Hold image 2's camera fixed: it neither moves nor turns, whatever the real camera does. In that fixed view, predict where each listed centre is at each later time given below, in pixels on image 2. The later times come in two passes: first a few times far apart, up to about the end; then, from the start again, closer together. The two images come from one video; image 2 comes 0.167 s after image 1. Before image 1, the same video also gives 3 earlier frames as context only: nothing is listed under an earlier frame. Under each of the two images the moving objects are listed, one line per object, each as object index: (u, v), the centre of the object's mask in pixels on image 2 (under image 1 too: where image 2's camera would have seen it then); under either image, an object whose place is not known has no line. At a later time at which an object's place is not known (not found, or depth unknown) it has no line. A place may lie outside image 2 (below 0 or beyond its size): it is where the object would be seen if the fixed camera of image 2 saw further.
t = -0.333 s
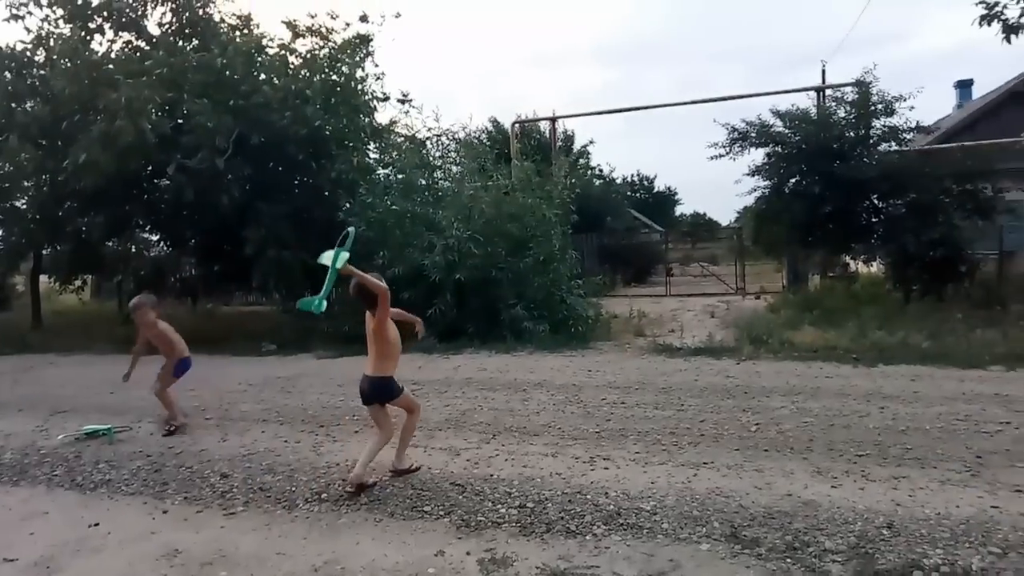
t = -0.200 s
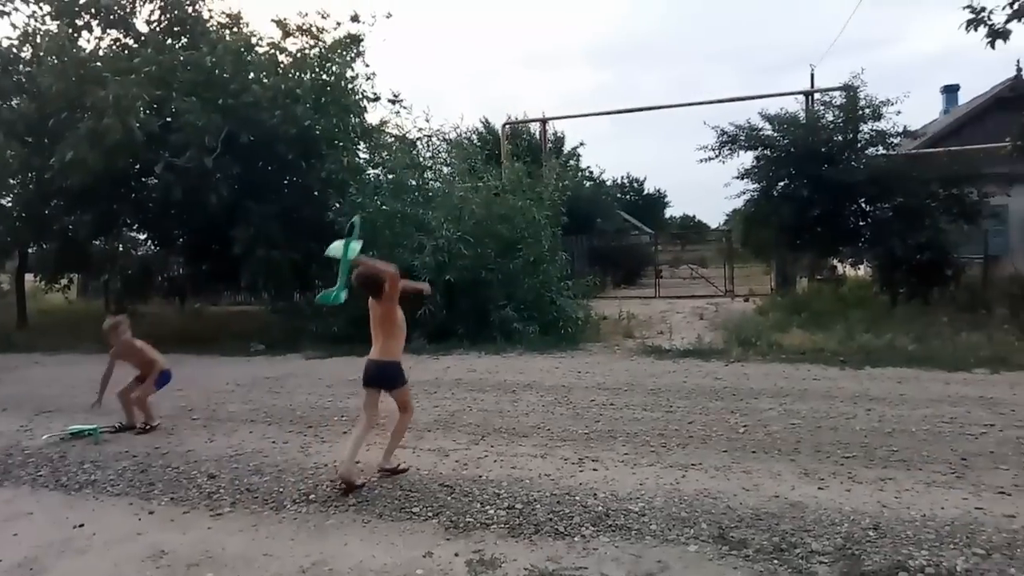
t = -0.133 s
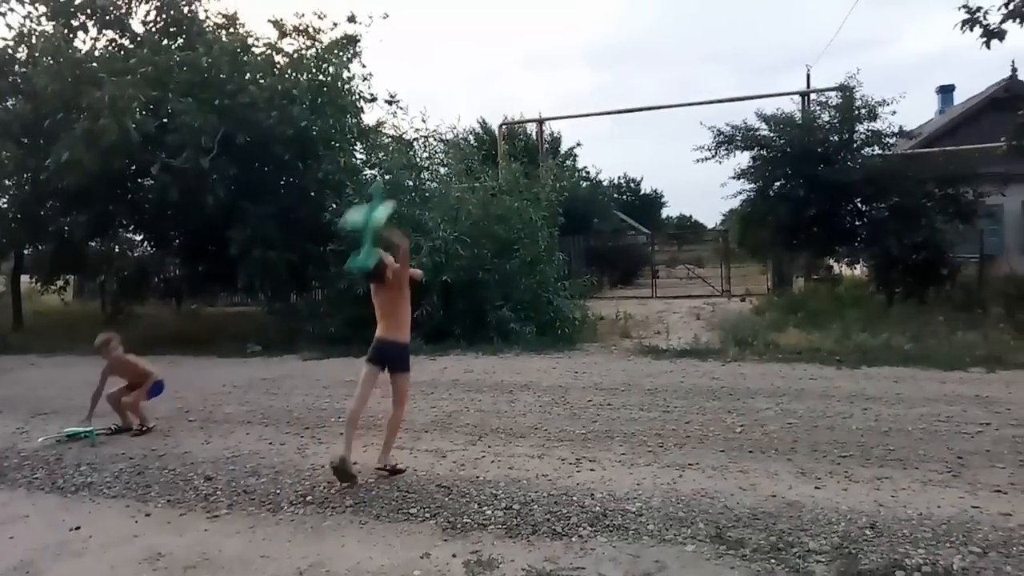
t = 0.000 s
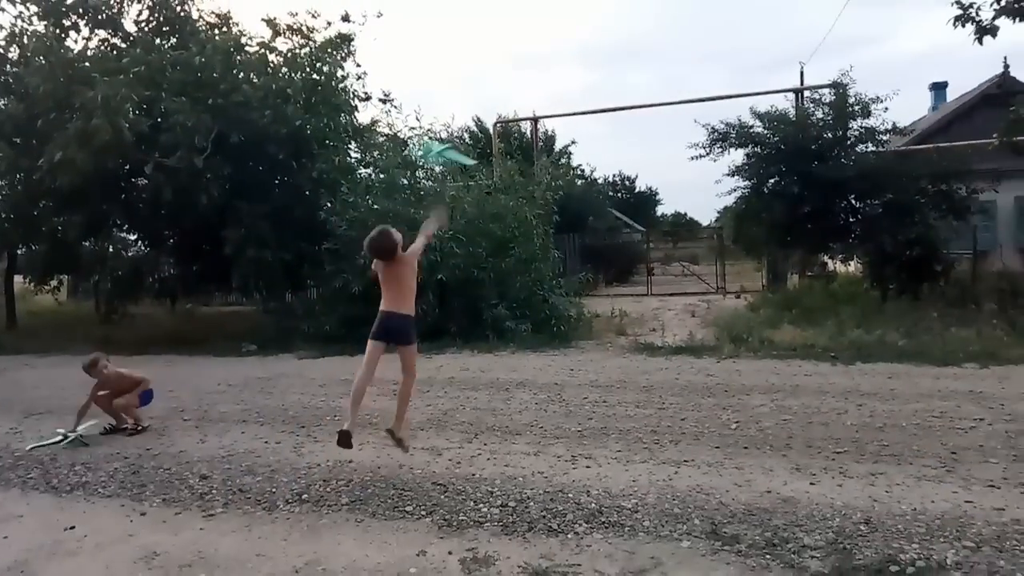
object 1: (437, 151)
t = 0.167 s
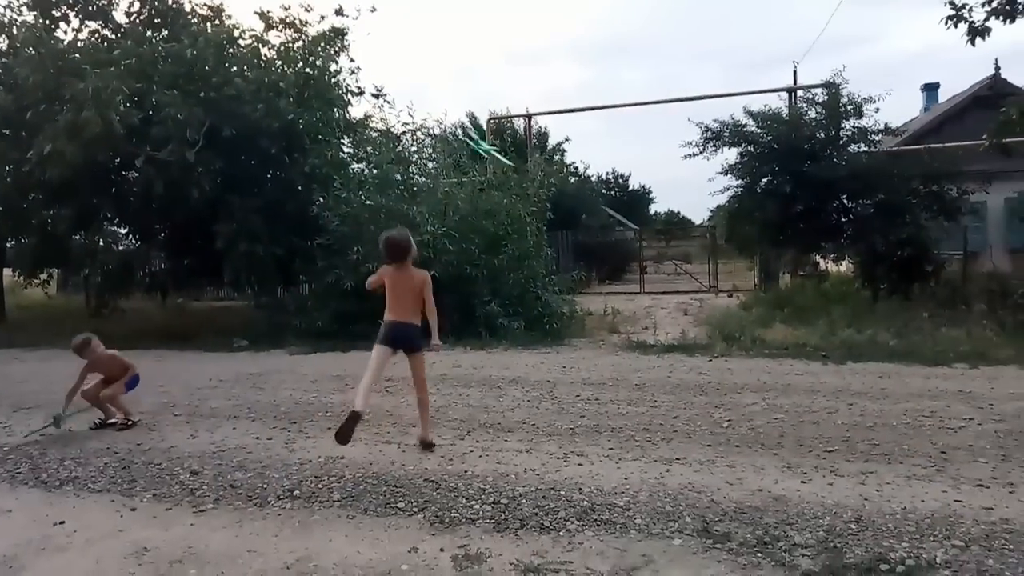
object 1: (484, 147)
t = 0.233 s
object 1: (504, 157)
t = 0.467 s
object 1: (593, 136)
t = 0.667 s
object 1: (669, 80)
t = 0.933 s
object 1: (758, 20)
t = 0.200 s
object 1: (493, 152)
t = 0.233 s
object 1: (504, 157)
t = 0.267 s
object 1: (514, 159)
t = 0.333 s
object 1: (538, 159)
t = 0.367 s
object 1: (549, 156)
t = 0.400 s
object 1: (563, 152)
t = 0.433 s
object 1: (582, 142)
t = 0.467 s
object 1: (593, 136)
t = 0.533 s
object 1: (620, 120)
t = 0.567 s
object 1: (633, 110)
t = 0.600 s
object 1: (646, 100)
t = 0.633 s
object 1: (659, 89)
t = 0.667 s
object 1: (669, 80)
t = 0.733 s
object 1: (692, 61)
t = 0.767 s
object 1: (704, 52)
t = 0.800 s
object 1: (715, 43)
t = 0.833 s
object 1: (726, 36)
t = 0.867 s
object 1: (738, 29)
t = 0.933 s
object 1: (758, 20)
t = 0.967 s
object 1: (768, 15)
